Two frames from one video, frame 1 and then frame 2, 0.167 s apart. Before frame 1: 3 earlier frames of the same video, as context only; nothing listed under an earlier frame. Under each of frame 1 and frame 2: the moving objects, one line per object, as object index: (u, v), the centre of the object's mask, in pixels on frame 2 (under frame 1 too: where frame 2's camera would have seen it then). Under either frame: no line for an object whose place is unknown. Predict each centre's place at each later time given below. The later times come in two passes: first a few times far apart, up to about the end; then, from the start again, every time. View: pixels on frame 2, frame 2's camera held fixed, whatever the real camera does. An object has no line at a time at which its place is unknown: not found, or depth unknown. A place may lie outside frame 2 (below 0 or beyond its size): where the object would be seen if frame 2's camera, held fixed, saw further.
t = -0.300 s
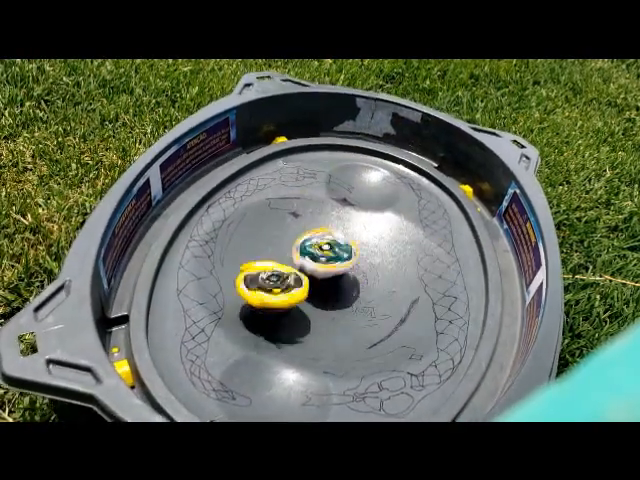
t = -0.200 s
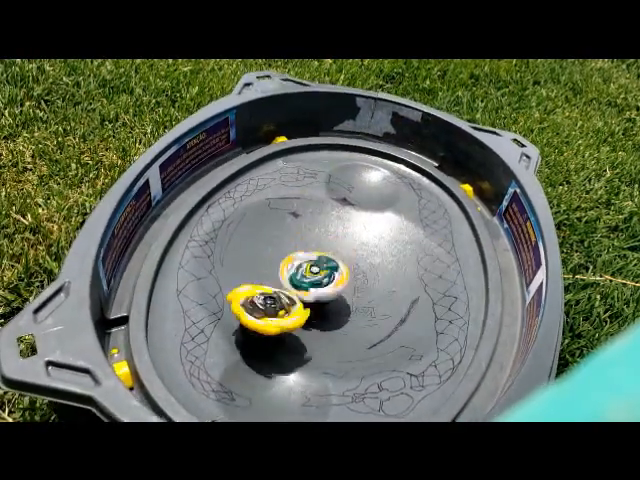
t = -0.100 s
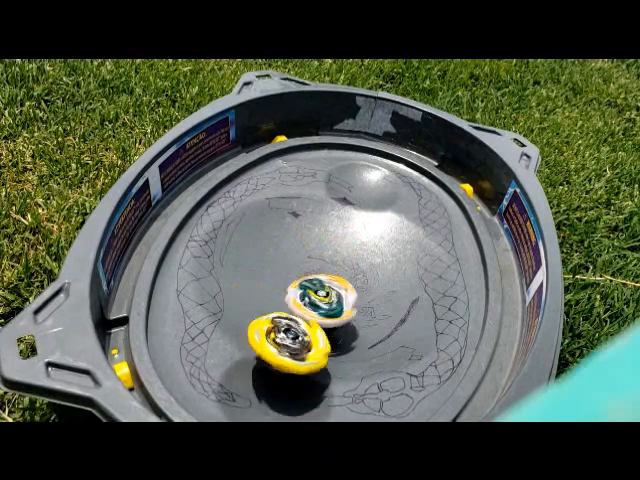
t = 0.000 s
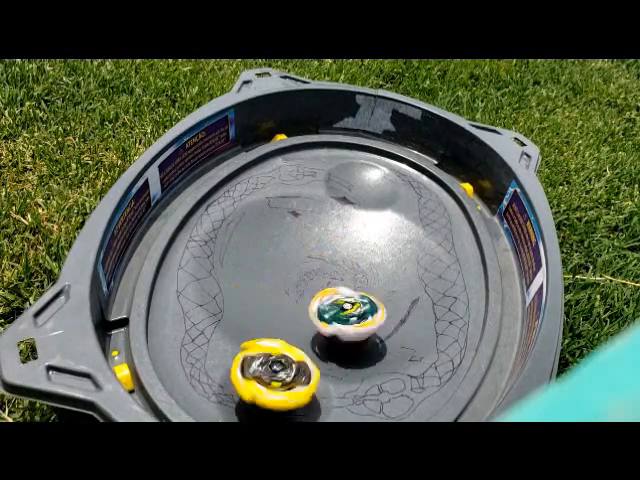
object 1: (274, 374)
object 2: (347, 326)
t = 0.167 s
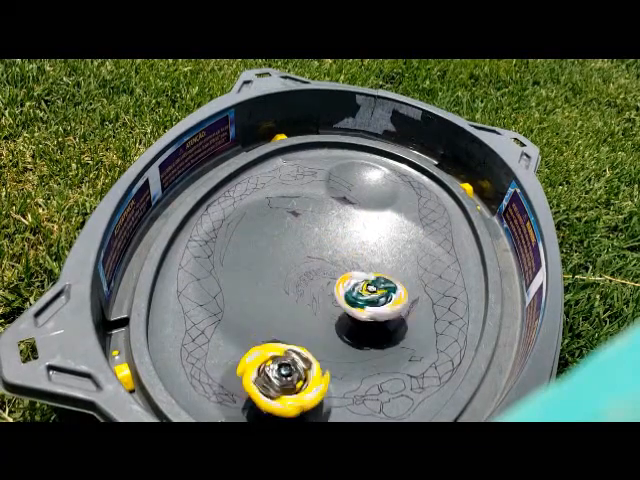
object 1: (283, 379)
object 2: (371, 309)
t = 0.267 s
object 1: (272, 360)
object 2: (350, 293)
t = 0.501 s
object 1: (297, 382)
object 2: (277, 284)
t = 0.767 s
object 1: (281, 380)
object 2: (308, 289)
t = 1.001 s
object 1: (321, 390)
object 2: (309, 252)
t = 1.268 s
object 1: (247, 366)
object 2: (308, 269)
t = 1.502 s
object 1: (213, 376)
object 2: (363, 291)
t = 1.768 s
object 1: (182, 336)
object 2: (372, 283)
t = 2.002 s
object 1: (194, 312)
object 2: (327, 303)
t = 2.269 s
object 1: (256, 303)
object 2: (334, 329)
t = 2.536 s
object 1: (304, 275)
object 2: (377, 293)
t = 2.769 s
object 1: (324, 216)
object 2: (390, 267)
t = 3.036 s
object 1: (336, 218)
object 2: (359, 291)
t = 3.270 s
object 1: (330, 244)
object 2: (318, 341)
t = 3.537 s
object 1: (344, 310)
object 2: (201, 349)
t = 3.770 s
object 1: (350, 323)
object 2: (176, 340)
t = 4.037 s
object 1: (307, 280)
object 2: (201, 320)
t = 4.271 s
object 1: (281, 235)
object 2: (258, 319)
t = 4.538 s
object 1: (309, 254)
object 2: (398, 313)
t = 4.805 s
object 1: (374, 290)
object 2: (396, 232)
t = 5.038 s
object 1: (380, 297)
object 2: (306, 239)
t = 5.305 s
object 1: (311, 281)
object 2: (248, 305)
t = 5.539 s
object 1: (282, 259)
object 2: (226, 341)
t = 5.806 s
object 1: (308, 264)
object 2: (197, 364)
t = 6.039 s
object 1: (357, 277)
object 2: (212, 380)
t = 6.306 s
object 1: (362, 286)
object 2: (297, 390)
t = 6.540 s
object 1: (316, 280)
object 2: (338, 339)
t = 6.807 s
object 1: (294, 241)
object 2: (377, 297)
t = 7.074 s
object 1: (291, 246)
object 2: (369, 243)
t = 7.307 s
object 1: (298, 276)
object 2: (355, 269)
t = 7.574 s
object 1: (263, 300)
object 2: (326, 302)
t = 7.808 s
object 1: (275, 293)
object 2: (340, 306)
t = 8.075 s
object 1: (358, 246)
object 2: (375, 307)
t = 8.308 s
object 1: (395, 269)
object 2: (337, 292)
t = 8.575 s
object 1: (309, 322)
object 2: (299, 257)
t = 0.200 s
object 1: (281, 371)
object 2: (364, 303)
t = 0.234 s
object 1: (280, 364)
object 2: (358, 298)
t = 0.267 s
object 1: (272, 360)
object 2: (350, 293)
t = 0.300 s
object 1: (265, 358)
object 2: (340, 290)
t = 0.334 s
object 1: (257, 362)
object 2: (327, 287)
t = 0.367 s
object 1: (252, 367)
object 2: (316, 285)
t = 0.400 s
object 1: (258, 375)
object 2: (306, 285)
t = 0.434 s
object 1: (268, 383)
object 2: (297, 287)
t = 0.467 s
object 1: (282, 385)
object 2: (286, 274)
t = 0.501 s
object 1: (297, 382)
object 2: (277, 284)
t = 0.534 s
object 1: (304, 371)
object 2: (277, 295)
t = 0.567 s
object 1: (303, 356)
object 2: (273, 294)
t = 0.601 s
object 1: (299, 341)
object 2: (274, 292)
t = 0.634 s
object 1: (296, 337)
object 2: (278, 290)
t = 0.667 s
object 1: (292, 345)
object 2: (289, 288)
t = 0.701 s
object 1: (288, 357)
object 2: (298, 291)
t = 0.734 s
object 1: (283, 369)
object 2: (303, 294)
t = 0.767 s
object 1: (281, 380)
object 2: (308, 289)
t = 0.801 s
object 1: (284, 387)
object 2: (312, 283)
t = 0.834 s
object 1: (293, 390)
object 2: (315, 277)
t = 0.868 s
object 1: (304, 391)
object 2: (316, 273)
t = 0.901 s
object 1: (315, 390)
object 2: (315, 266)
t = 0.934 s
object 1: (322, 389)
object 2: (314, 260)
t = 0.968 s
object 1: (323, 390)
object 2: (312, 255)
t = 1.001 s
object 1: (321, 390)
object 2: (309, 252)
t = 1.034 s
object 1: (318, 390)
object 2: (307, 250)
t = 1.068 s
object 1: (314, 388)
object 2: (303, 235)
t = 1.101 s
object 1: (308, 381)
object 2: (303, 251)
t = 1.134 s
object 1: (300, 373)
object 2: (302, 238)
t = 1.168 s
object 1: (288, 366)
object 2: (302, 255)
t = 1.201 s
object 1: (274, 363)
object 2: (302, 259)
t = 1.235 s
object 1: (259, 362)
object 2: (304, 264)
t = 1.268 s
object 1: (247, 366)
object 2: (308, 269)
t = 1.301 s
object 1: (241, 373)
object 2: (314, 273)
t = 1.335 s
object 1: (240, 383)
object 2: (322, 278)
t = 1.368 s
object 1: (239, 388)
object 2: (330, 282)
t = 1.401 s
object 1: (235, 389)
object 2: (338, 285)
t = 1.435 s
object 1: (227, 387)
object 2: (346, 288)
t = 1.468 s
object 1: (220, 383)
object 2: (354, 290)
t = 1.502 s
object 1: (213, 376)
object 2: (363, 291)
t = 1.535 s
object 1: (205, 370)
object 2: (369, 291)
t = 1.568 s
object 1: (198, 365)
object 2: (374, 289)
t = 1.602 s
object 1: (193, 361)
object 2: (377, 288)
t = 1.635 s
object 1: (190, 357)
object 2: (379, 286)
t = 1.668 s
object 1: (188, 352)
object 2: (378, 285)
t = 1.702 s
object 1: (187, 346)
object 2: (377, 284)
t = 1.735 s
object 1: (184, 341)
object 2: (375, 284)
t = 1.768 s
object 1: (182, 336)
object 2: (372, 283)
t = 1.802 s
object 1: (181, 332)
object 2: (367, 284)
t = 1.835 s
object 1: (181, 328)
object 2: (359, 285)
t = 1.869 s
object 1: (182, 324)
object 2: (351, 287)
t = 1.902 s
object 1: (183, 320)
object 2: (344, 290)
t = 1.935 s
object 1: (185, 316)
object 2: (337, 294)
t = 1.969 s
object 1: (189, 314)
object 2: (331, 298)
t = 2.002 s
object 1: (194, 312)
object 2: (327, 303)
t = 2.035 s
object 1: (200, 308)
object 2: (323, 308)
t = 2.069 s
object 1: (204, 304)
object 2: (320, 312)
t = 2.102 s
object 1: (207, 301)
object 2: (319, 316)
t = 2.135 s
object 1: (213, 300)
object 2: (319, 319)
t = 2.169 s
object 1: (219, 298)
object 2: (321, 322)
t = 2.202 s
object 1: (228, 298)
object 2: (323, 325)
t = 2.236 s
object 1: (243, 303)
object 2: (325, 327)
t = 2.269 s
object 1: (256, 303)
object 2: (334, 329)
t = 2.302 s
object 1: (260, 300)
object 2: (347, 330)
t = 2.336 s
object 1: (266, 300)
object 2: (356, 329)
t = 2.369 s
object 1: (273, 299)
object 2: (364, 326)
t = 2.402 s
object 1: (280, 297)
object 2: (370, 320)
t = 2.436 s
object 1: (289, 296)
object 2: (372, 314)
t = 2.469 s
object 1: (297, 290)
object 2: (371, 307)
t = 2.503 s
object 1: (301, 285)
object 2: (372, 300)
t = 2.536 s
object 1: (304, 275)
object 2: (377, 293)
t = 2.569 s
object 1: (308, 268)
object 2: (378, 287)
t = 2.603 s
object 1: (312, 257)
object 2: (377, 279)
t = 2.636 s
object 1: (313, 249)
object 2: (377, 274)
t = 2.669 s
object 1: (315, 239)
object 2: (379, 271)
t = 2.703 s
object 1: (320, 230)
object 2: (383, 269)
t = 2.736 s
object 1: (321, 223)
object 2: (387, 268)
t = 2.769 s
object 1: (324, 216)
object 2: (390, 267)
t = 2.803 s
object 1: (328, 212)
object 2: (391, 266)
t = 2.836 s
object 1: (328, 208)
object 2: (391, 266)
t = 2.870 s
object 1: (329, 207)
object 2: (388, 266)
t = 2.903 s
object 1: (332, 209)
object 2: (385, 268)
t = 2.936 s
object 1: (331, 211)
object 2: (379, 271)
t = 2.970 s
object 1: (332, 216)
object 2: (373, 274)
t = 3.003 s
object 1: (335, 219)
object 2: (365, 281)
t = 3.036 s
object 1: (336, 218)
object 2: (359, 291)
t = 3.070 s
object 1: (335, 218)
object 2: (350, 299)
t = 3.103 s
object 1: (335, 216)
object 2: (344, 308)
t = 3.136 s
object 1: (334, 220)
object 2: (338, 317)
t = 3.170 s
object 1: (335, 223)
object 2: (333, 323)
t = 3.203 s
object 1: (331, 229)
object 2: (325, 330)
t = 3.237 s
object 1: (332, 236)
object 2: (321, 335)
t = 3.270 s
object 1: (330, 244)
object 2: (318, 341)
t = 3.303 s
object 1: (331, 252)
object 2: (310, 338)
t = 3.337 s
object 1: (332, 260)
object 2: (307, 348)
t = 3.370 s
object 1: (334, 270)
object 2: (298, 349)
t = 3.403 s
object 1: (334, 279)
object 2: (285, 349)
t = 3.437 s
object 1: (335, 288)
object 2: (266, 351)
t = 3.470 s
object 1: (337, 296)
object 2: (241, 343)
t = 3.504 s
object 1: (341, 303)
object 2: (221, 346)
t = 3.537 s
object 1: (344, 310)
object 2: (201, 349)
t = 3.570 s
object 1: (346, 316)
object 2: (188, 348)
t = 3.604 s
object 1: (347, 321)
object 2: (176, 347)
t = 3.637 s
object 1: (349, 323)
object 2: (172, 349)
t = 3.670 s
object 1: (349, 324)
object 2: (175, 340)
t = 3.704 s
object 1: (350, 325)
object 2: (175, 344)
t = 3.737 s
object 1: (352, 324)
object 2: (170, 344)
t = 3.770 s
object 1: (350, 323)
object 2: (176, 340)
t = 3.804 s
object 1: (348, 322)
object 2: (179, 338)
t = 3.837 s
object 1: (343, 317)
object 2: (180, 335)
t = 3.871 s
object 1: (338, 312)
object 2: (183, 333)
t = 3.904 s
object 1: (330, 306)
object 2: (184, 329)
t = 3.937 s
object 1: (324, 301)
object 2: (188, 327)
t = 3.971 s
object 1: (318, 294)
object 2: (193, 324)
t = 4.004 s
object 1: (313, 288)
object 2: (195, 323)
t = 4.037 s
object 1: (307, 280)
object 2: (201, 320)
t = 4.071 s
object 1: (302, 271)
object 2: (206, 317)
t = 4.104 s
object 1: (297, 264)
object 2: (212, 317)
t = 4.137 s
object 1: (292, 257)
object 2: (220, 316)
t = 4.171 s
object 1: (288, 250)
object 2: (223, 315)
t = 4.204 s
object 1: (284, 244)
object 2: (232, 314)
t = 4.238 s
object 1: (283, 239)
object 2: (244, 314)
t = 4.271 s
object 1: (281, 235)
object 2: (258, 319)
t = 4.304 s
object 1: (281, 234)
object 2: (276, 326)
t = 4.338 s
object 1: (283, 234)
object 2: (290, 329)
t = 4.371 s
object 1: (283, 235)
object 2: (311, 330)
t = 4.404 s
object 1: (287, 237)
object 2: (333, 340)
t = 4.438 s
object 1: (289, 240)
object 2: (352, 336)
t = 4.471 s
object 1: (295, 244)
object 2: (371, 330)
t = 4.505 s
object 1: (301, 249)
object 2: (384, 322)
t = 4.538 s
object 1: (309, 254)
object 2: (398, 313)
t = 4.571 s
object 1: (316, 258)
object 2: (408, 302)
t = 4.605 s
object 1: (325, 263)
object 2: (413, 291)
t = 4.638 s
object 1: (333, 268)
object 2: (418, 280)
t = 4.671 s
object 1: (343, 274)
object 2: (418, 268)
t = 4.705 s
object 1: (351, 278)
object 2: (416, 259)
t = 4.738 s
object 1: (359, 283)
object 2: (413, 247)
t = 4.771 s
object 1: (367, 286)
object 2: (406, 238)
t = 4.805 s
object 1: (374, 290)
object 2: (396, 232)
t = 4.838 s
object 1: (379, 292)
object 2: (383, 229)
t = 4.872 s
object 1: (383, 294)
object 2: (372, 228)
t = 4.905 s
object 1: (386, 296)
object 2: (358, 227)
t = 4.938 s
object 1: (386, 296)
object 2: (345, 228)
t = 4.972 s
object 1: (386, 297)
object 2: (332, 230)
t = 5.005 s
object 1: (382, 296)
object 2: (318, 234)
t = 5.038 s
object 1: (380, 297)
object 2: (306, 239)
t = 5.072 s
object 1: (373, 295)
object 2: (293, 245)
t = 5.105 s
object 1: (367, 295)
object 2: (282, 252)
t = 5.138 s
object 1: (357, 293)
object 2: (273, 260)
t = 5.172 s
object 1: (349, 291)
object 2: (262, 268)
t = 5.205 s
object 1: (338, 289)
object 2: (252, 269)
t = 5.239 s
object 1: (328, 289)
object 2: (246, 277)
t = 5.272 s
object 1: (318, 285)
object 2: (249, 296)
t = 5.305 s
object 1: (311, 281)
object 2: (248, 305)
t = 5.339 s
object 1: (305, 278)
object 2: (247, 314)
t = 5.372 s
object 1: (297, 273)
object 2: (249, 325)
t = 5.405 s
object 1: (293, 271)
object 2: (249, 335)
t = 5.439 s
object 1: (289, 268)
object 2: (244, 329)
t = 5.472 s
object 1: (286, 264)
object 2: (238, 334)
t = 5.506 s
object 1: (284, 262)
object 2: (235, 330)
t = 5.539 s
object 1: (282, 259)
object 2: (226, 341)
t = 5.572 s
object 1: (282, 257)
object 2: (224, 341)
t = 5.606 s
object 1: (284, 257)
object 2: (219, 344)
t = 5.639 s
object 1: (283, 257)
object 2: (216, 349)
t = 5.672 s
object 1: (287, 257)
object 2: (212, 352)
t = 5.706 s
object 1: (291, 259)
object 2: (208, 356)
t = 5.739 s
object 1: (296, 260)
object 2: (204, 358)
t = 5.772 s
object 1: (302, 262)
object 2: (199, 362)
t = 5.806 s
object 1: (308, 264)
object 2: (197, 364)
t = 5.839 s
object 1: (316, 266)
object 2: (193, 367)
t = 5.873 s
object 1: (323, 268)
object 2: (194, 370)
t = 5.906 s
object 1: (332, 271)
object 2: (199, 373)
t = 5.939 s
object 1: (338, 273)
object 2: (204, 377)
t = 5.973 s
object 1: (346, 274)
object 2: (206, 379)
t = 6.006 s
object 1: (351, 276)
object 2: (210, 380)
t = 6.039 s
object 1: (357, 277)
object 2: (212, 380)
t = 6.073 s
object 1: (362, 278)
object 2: (215, 379)
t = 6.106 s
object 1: (365, 281)
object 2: (219, 380)
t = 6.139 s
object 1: (367, 281)
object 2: (225, 379)
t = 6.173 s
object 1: (369, 283)
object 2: (233, 382)
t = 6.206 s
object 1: (368, 283)
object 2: (244, 386)
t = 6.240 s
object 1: (368, 284)
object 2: (261, 391)
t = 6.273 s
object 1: (364, 286)
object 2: (281, 392)
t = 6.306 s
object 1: (362, 286)
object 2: (297, 390)
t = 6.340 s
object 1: (356, 287)
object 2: (310, 382)
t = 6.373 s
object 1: (351, 287)
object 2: (320, 372)
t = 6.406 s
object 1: (344, 288)
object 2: (318, 357)
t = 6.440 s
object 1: (337, 287)
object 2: (320, 346)
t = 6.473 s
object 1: (329, 286)
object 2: (323, 336)
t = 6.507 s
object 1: (321, 283)
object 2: (328, 331)
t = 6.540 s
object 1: (316, 280)
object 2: (338, 339)
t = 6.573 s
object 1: (311, 274)
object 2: (348, 337)
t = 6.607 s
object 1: (306, 270)
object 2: (355, 323)
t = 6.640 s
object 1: (300, 263)
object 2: (363, 330)
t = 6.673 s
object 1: (300, 259)
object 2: (369, 325)
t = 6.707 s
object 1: (297, 255)
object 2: (372, 319)
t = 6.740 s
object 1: (294, 249)
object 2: (375, 312)
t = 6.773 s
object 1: (294, 244)
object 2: (377, 305)
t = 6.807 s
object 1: (294, 241)
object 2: (377, 297)
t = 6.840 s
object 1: (294, 241)
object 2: (375, 290)
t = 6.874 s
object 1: (295, 239)
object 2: (373, 283)
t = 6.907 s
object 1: (299, 243)
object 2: (370, 275)
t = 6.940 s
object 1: (298, 243)
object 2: (365, 268)
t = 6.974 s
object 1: (298, 240)
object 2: (366, 263)
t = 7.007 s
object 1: (297, 241)
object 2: (368, 261)
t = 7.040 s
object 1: (294, 243)
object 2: (365, 252)
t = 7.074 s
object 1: (291, 246)
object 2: (369, 243)
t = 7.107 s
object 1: (292, 248)
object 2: (370, 255)
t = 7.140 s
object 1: (294, 252)
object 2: (369, 255)
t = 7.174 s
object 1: (292, 258)
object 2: (367, 256)
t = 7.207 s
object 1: (291, 261)
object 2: (364, 259)
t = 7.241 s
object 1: (296, 265)
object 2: (360, 261)
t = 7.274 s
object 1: (300, 272)
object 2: (359, 265)
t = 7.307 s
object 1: (298, 276)
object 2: (355, 269)
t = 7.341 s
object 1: (296, 281)
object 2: (351, 273)
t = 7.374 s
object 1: (288, 286)
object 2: (349, 278)
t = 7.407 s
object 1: (285, 290)
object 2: (345, 283)
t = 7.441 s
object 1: (276, 295)
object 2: (342, 287)
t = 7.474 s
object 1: (271, 298)
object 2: (339, 291)
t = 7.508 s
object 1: (268, 301)
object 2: (333, 289)
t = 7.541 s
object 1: (263, 300)
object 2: (331, 299)
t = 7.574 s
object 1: (263, 300)
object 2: (326, 302)
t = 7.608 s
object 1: (258, 300)
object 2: (320, 298)
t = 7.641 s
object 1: (256, 299)
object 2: (322, 306)
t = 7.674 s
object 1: (257, 299)
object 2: (321, 306)
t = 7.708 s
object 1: (255, 297)
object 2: (326, 306)
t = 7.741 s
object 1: (262, 299)
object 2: (328, 307)
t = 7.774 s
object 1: (268, 296)
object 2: (331, 306)
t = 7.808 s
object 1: (275, 293)
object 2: (340, 306)
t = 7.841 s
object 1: (284, 286)
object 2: (348, 307)
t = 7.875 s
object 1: (294, 280)
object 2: (354, 309)
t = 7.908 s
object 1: (304, 272)
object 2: (359, 308)
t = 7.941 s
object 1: (315, 264)
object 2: (364, 308)
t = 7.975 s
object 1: (328, 258)
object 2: (370, 309)
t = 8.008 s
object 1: (340, 254)
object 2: (374, 309)
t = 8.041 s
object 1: (349, 251)
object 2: (376, 308)
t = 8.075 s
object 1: (358, 246)
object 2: (375, 307)
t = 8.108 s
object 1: (368, 245)
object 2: (374, 307)
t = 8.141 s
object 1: (376, 246)
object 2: (373, 306)
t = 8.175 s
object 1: (381, 248)
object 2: (371, 303)
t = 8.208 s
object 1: (386, 247)
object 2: (365, 300)
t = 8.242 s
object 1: (390, 254)
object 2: (356, 298)
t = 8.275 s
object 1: (391, 260)
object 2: (345, 296)
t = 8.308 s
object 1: (395, 269)
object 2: (337, 292)
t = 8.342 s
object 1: (391, 277)
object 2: (330, 288)
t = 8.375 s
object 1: (385, 286)
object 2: (322, 284)
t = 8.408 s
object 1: (375, 303)
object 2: (313, 280)
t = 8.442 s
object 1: (365, 300)
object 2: (307, 274)
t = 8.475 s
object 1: (352, 303)
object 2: (303, 270)
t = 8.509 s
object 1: (336, 314)
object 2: (299, 265)
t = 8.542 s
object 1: (322, 317)
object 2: (297, 260)
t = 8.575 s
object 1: (309, 322)
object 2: (299, 257)
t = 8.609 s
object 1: (298, 324)
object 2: (301, 253)
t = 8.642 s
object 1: (287, 325)
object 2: (302, 251)
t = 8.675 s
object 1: (280, 319)
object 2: (302, 252)
